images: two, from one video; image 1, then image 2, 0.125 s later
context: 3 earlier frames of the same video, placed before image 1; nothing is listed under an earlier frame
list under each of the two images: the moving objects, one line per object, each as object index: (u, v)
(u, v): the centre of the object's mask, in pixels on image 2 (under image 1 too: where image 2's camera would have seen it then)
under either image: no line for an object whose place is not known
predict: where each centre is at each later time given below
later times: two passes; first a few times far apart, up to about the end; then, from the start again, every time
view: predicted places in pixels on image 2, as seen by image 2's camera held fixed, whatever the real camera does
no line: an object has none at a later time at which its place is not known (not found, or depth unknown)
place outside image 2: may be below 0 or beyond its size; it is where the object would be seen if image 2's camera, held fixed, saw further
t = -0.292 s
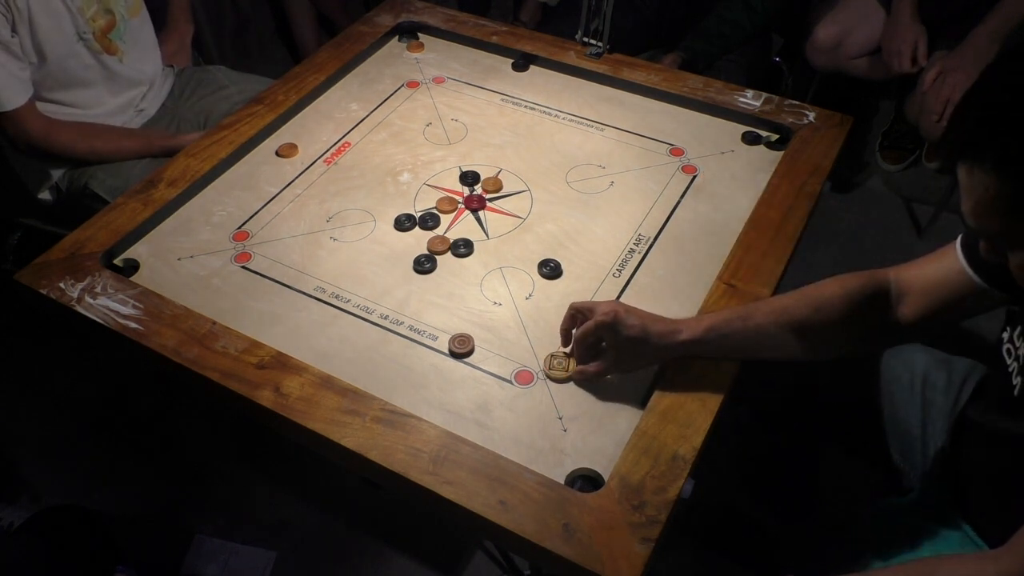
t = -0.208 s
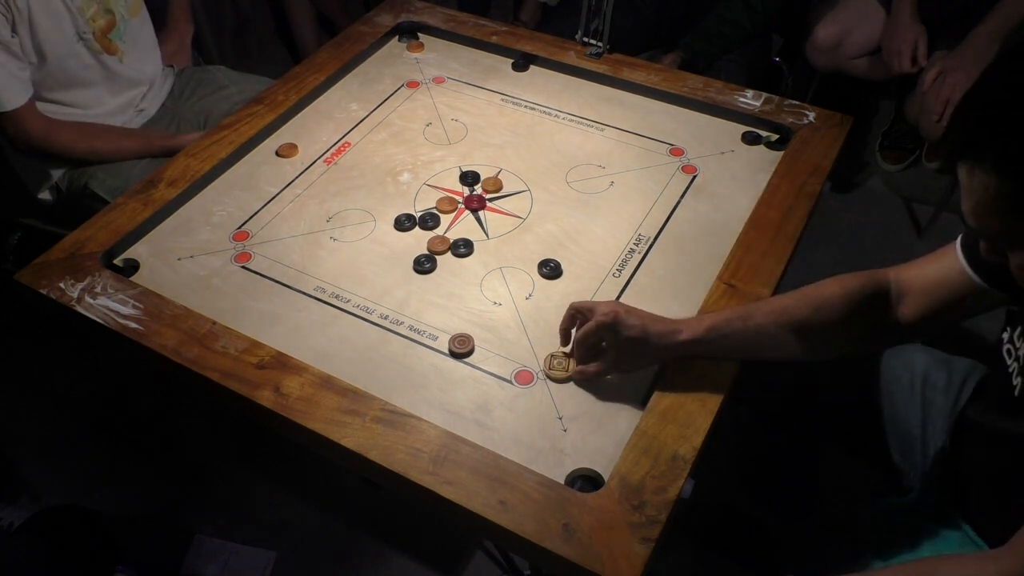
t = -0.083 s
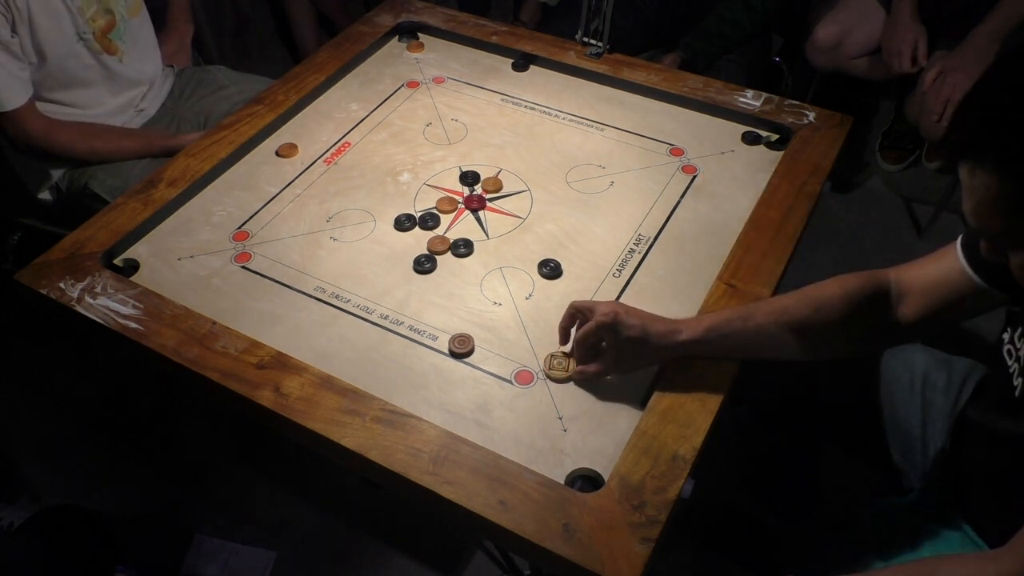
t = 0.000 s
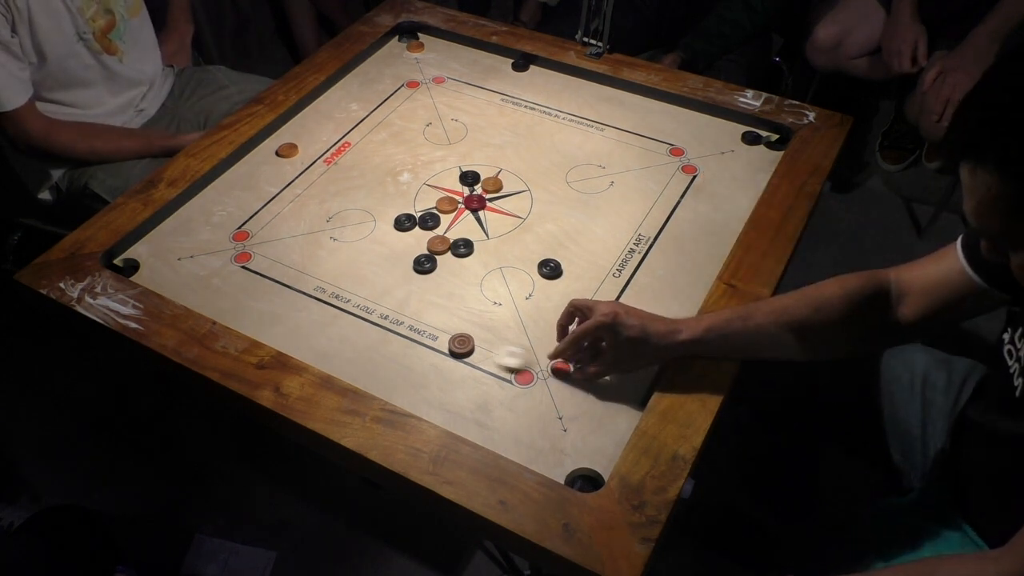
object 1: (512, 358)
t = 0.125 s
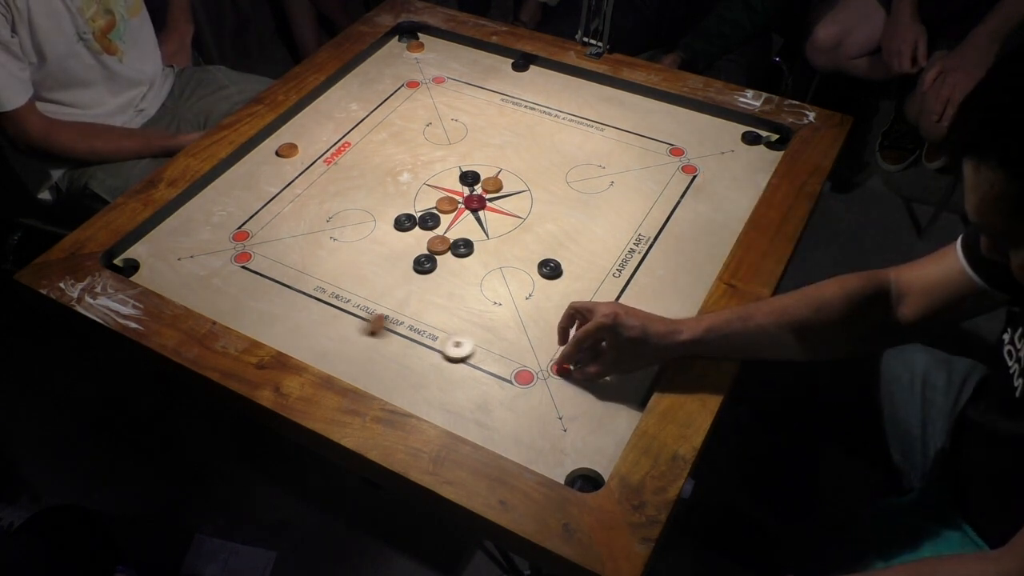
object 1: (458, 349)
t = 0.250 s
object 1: (425, 342)
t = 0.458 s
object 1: (403, 338)
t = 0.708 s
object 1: (403, 338)
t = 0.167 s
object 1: (446, 346)
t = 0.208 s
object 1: (435, 344)
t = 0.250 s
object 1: (425, 342)
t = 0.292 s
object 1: (418, 341)
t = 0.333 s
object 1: (412, 340)
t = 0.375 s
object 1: (409, 339)
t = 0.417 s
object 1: (405, 339)
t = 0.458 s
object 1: (403, 338)
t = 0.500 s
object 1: (403, 338)
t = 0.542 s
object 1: (403, 338)
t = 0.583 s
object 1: (403, 338)
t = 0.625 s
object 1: (403, 338)
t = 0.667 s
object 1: (403, 338)
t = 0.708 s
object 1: (403, 338)
